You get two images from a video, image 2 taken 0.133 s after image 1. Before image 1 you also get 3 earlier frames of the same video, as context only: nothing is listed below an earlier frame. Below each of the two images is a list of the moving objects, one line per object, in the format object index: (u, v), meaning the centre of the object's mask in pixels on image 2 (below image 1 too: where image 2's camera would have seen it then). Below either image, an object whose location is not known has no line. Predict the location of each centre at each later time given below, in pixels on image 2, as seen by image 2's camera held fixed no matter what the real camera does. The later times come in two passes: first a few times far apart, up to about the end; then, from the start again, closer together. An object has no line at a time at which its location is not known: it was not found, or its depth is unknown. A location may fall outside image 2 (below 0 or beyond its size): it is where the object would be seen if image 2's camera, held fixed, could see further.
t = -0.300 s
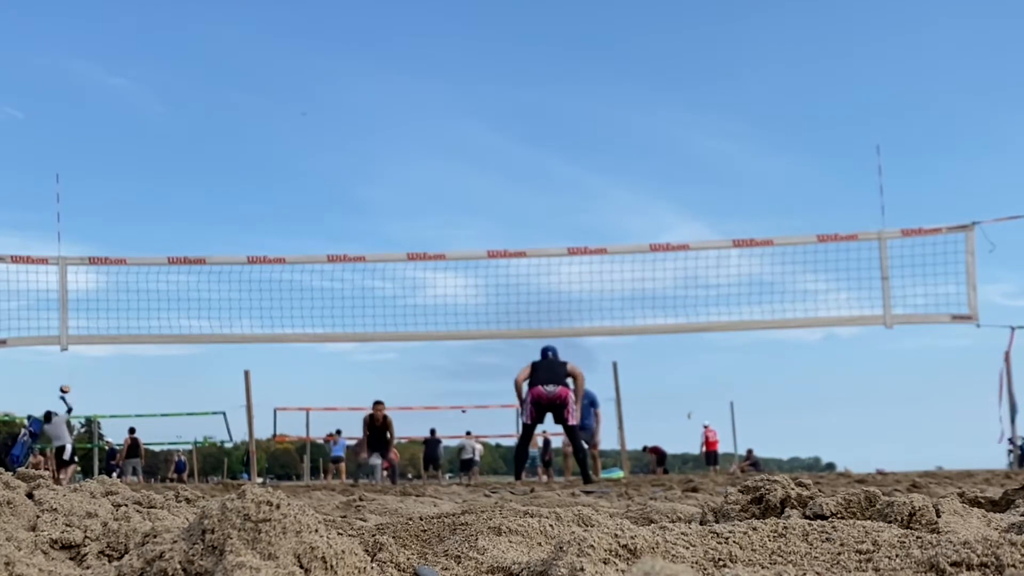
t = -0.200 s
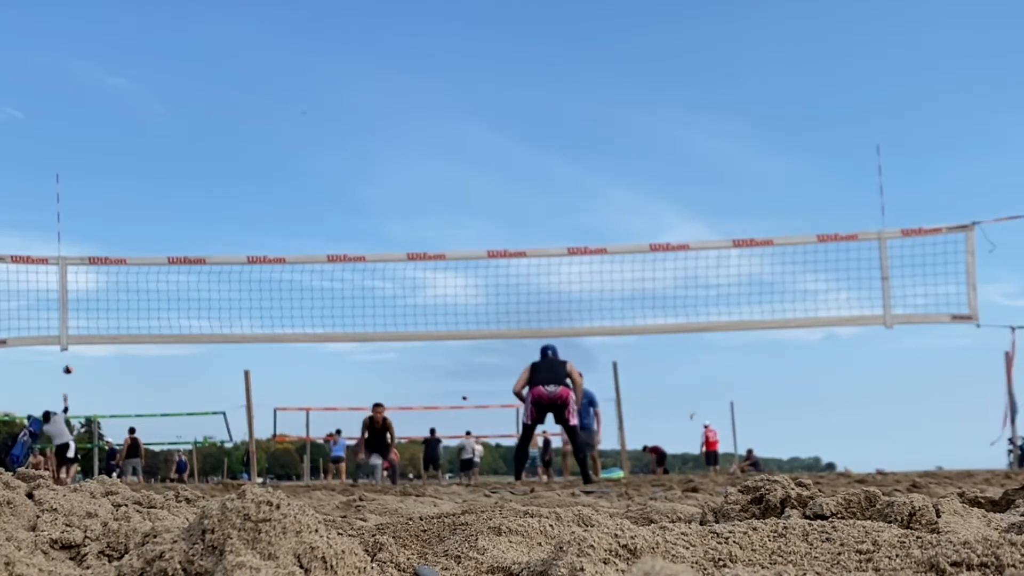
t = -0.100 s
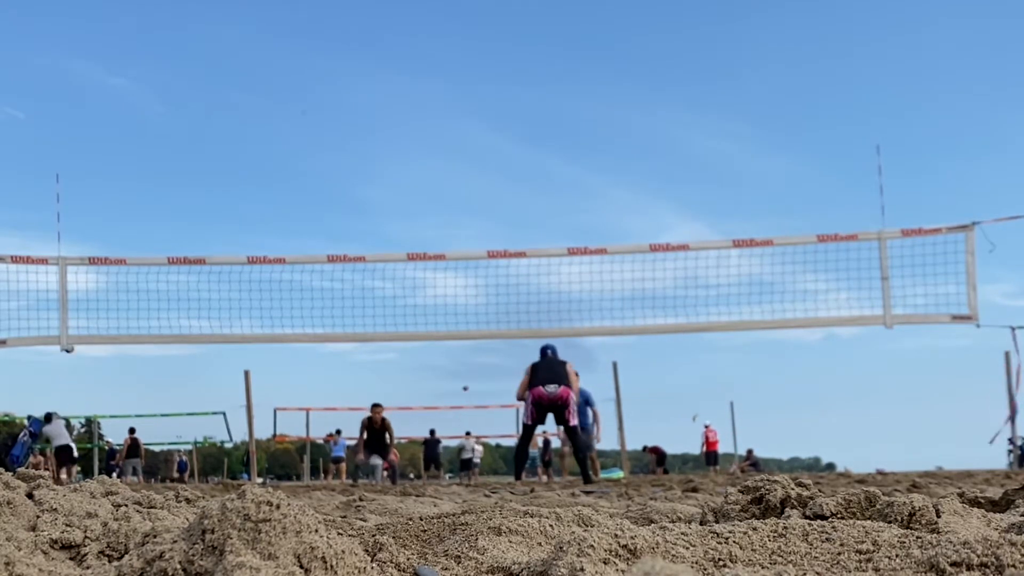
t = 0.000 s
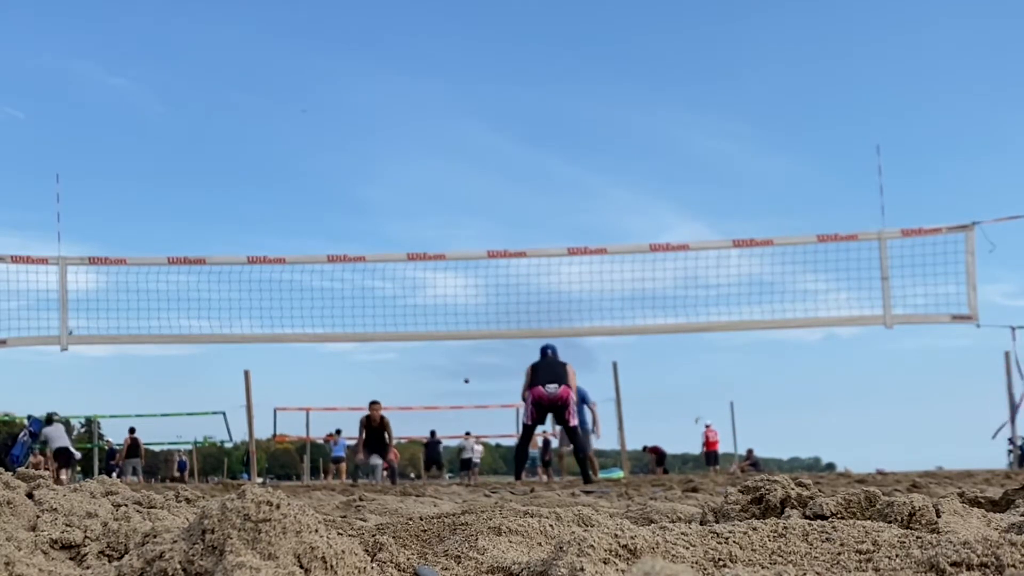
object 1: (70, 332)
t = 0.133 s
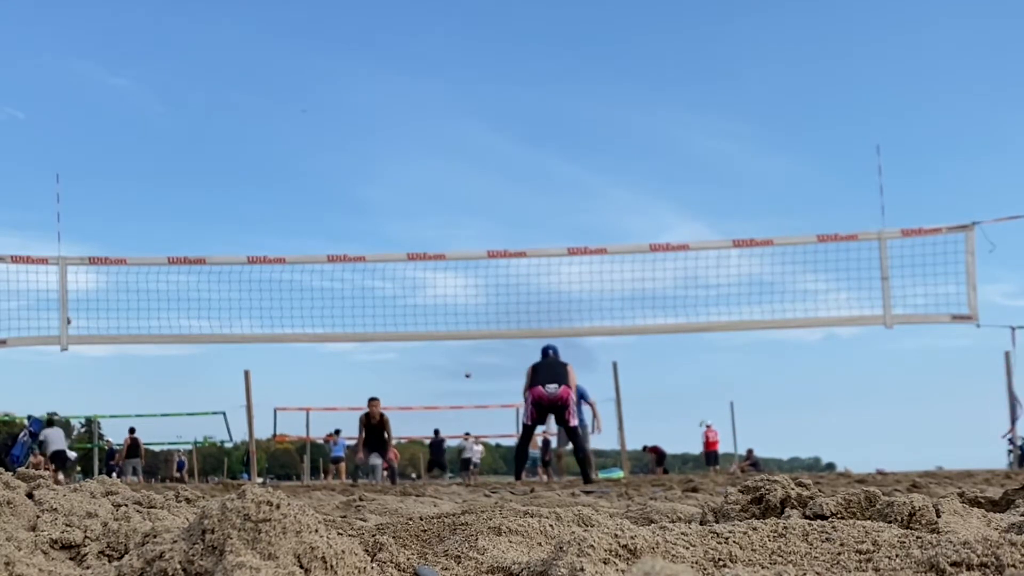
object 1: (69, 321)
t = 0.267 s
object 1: (68, 318)
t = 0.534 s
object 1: (57, 327)
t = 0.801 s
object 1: (49, 360)
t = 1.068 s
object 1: (39, 408)
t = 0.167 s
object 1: (68, 319)
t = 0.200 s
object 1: (68, 319)
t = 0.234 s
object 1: (68, 319)
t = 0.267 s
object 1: (68, 318)
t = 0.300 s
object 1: (68, 320)
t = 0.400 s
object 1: (58, 318)
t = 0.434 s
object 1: (58, 319)
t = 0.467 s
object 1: (57, 321)
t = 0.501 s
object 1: (57, 324)
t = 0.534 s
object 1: (57, 327)
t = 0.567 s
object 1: (56, 330)
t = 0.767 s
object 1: (50, 355)
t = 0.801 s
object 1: (49, 360)
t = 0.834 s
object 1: (47, 365)
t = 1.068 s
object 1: (39, 408)
